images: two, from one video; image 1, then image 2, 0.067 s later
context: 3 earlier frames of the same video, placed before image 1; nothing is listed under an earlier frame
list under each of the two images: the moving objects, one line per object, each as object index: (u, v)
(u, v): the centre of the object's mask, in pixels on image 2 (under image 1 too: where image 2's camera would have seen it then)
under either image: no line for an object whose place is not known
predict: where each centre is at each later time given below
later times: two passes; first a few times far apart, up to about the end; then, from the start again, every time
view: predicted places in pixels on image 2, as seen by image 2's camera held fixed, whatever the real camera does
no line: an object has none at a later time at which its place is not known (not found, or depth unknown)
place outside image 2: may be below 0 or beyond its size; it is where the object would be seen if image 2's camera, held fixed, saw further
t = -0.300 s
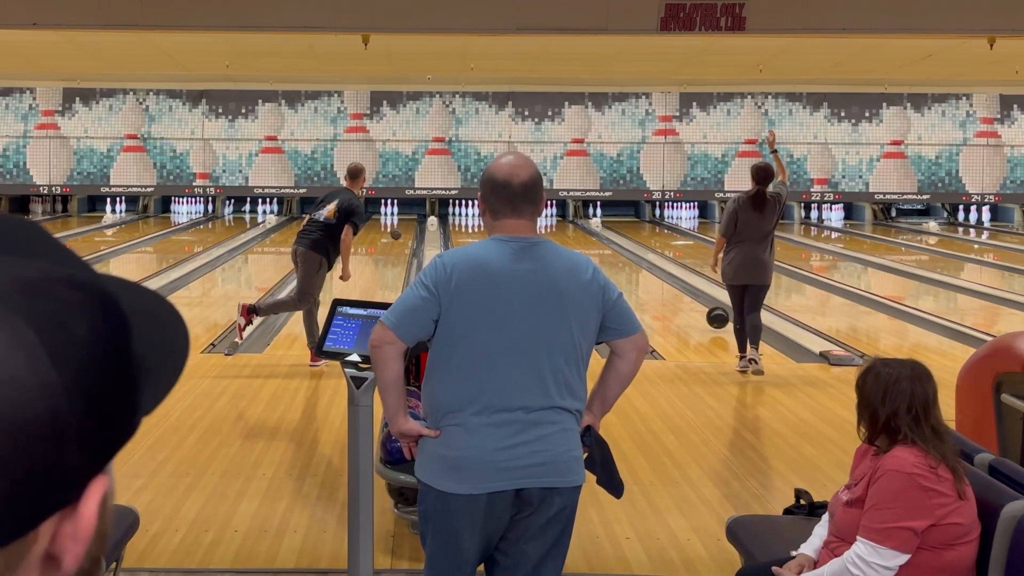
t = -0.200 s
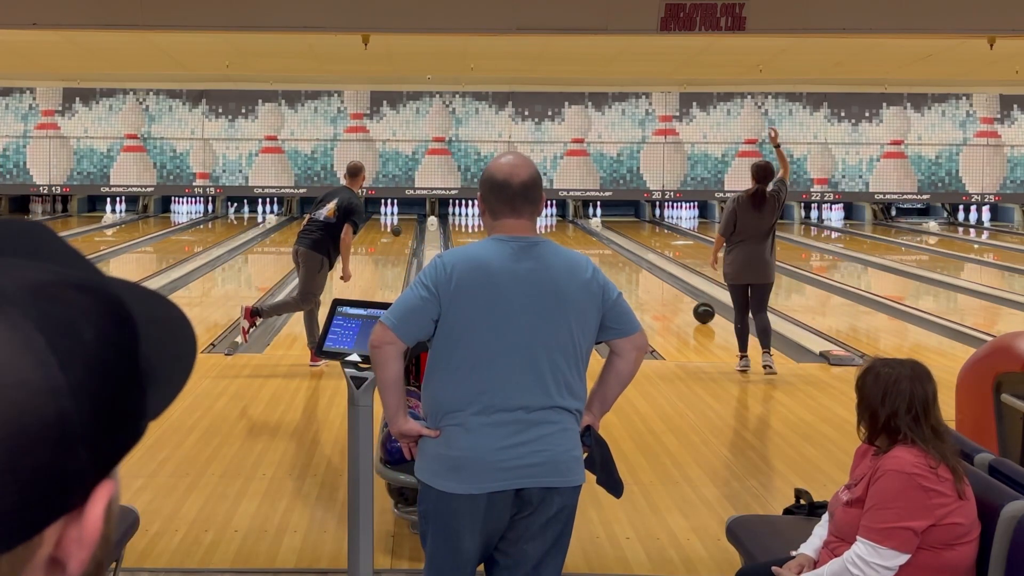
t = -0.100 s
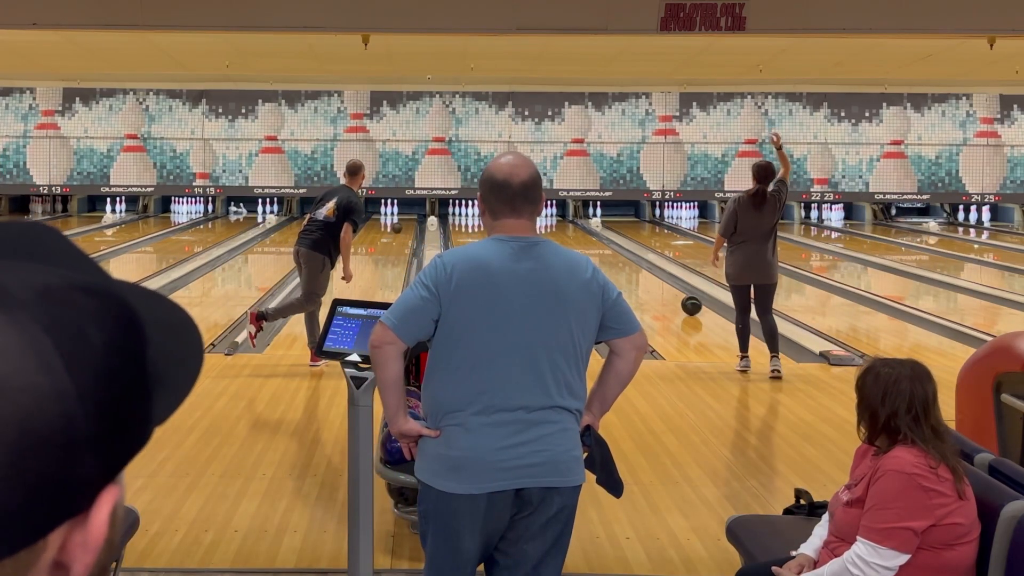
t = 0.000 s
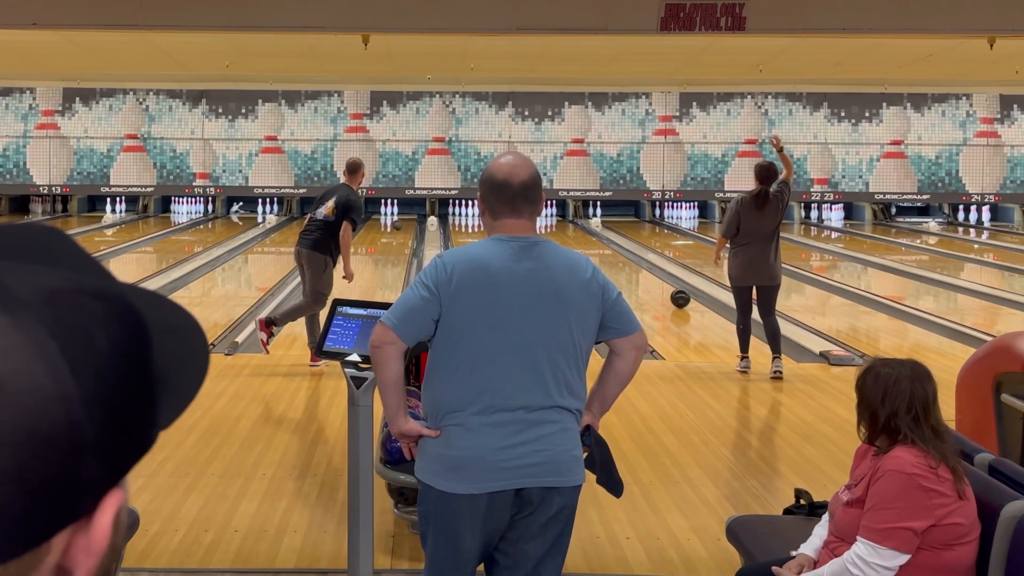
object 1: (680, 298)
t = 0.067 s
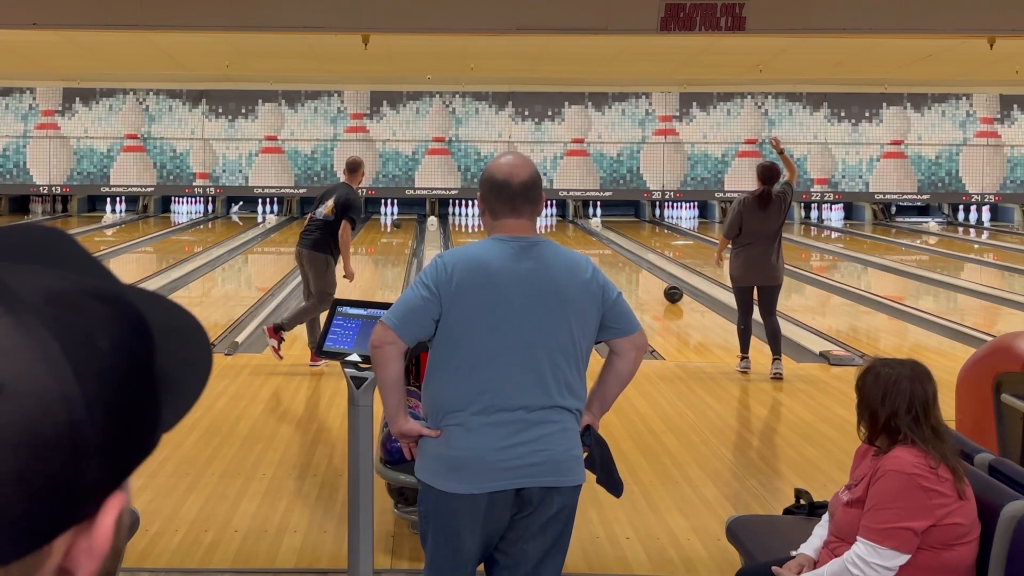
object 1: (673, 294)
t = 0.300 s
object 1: (651, 280)
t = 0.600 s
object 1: (629, 266)
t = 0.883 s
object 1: (611, 255)
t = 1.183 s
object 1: (595, 246)
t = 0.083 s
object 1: (671, 293)
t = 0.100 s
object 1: (670, 291)
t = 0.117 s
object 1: (668, 290)
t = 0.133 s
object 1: (667, 289)
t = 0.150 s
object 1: (665, 288)
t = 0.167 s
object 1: (663, 287)
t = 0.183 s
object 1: (662, 286)
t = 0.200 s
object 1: (660, 285)
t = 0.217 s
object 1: (659, 285)
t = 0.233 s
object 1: (657, 284)
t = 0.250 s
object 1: (656, 283)
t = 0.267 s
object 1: (654, 282)
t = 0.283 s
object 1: (653, 281)
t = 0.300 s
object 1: (651, 280)
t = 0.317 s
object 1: (650, 279)
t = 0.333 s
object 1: (649, 278)
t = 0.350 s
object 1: (647, 278)
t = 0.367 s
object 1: (646, 277)
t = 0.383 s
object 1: (645, 276)
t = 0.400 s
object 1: (643, 275)
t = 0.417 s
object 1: (642, 274)
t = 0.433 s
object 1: (641, 274)
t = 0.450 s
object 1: (639, 273)
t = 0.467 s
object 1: (638, 272)
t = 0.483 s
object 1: (637, 271)
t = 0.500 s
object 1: (636, 271)
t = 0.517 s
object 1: (634, 270)
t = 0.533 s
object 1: (633, 269)
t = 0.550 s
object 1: (632, 269)
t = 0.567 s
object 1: (631, 268)
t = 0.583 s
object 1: (630, 267)
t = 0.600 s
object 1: (629, 266)
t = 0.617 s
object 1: (627, 266)
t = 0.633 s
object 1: (626, 265)
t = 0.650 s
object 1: (625, 264)
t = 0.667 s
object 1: (624, 264)
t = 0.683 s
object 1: (623, 263)
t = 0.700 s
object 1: (622, 262)
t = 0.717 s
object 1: (621, 262)
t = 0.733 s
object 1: (620, 261)
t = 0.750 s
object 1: (619, 260)
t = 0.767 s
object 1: (618, 260)
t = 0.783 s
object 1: (617, 259)
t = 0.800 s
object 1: (616, 258)
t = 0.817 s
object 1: (615, 258)
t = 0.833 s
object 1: (614, 257)
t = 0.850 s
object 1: (613, 257)
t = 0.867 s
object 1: (612, 256)
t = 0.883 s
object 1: (611, 255)
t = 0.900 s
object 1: (610, 255)
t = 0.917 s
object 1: (609, 254)
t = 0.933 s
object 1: (608, 254)
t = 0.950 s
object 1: (607, 253)
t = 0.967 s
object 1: (606, 253)
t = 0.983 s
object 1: (605, 252)
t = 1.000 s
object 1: (604, 252)
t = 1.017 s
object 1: (603, 251)
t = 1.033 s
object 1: (603, 251)
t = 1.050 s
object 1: (602, 250)
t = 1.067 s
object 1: (601, 250)
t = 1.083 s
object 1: (600, 249)
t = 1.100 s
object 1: (599, 249)
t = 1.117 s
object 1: (598, 248)
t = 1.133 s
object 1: (598, 247)
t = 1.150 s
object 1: (597, 247)
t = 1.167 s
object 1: (596, 246)
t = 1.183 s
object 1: (595, 246)
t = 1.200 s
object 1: (594, 245)
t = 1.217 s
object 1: (594, 245)
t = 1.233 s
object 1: (593, 244)
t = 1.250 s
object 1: (592, 244)
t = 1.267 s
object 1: (591, 243)
